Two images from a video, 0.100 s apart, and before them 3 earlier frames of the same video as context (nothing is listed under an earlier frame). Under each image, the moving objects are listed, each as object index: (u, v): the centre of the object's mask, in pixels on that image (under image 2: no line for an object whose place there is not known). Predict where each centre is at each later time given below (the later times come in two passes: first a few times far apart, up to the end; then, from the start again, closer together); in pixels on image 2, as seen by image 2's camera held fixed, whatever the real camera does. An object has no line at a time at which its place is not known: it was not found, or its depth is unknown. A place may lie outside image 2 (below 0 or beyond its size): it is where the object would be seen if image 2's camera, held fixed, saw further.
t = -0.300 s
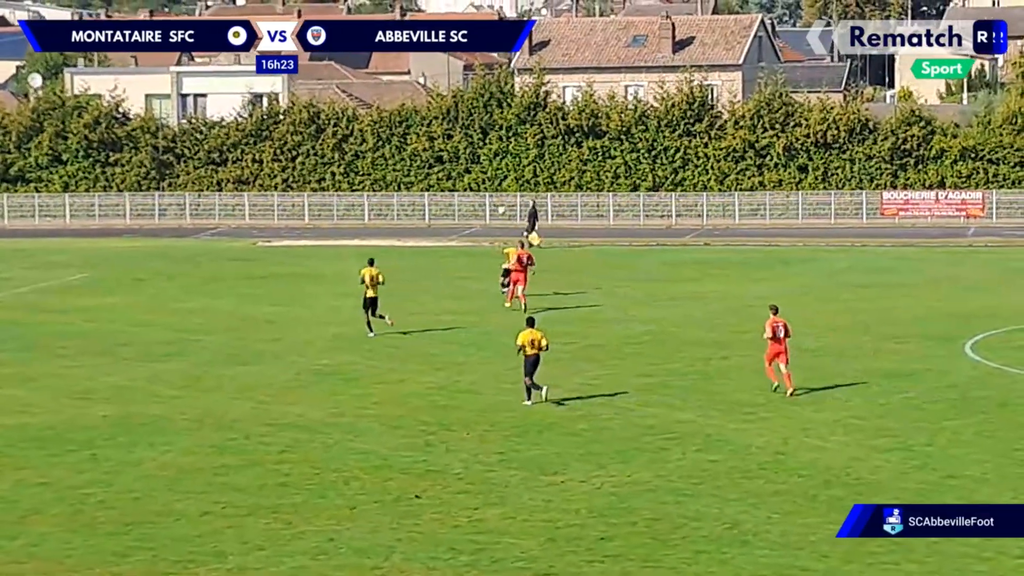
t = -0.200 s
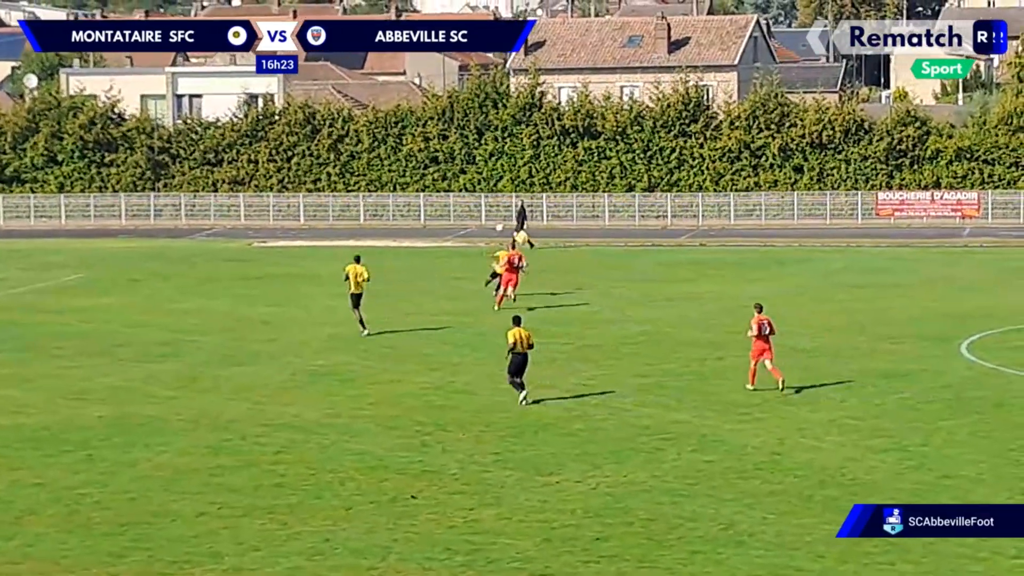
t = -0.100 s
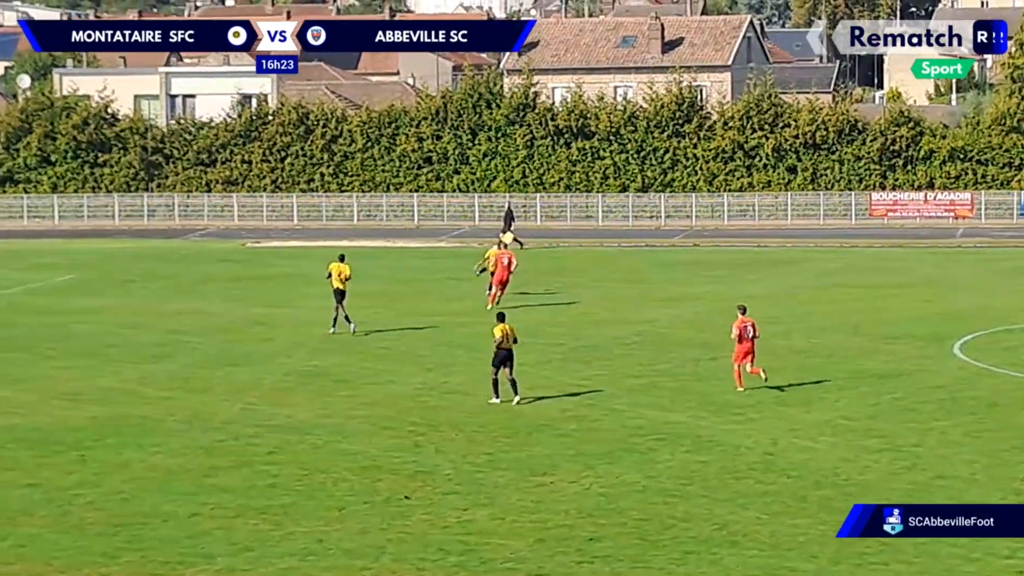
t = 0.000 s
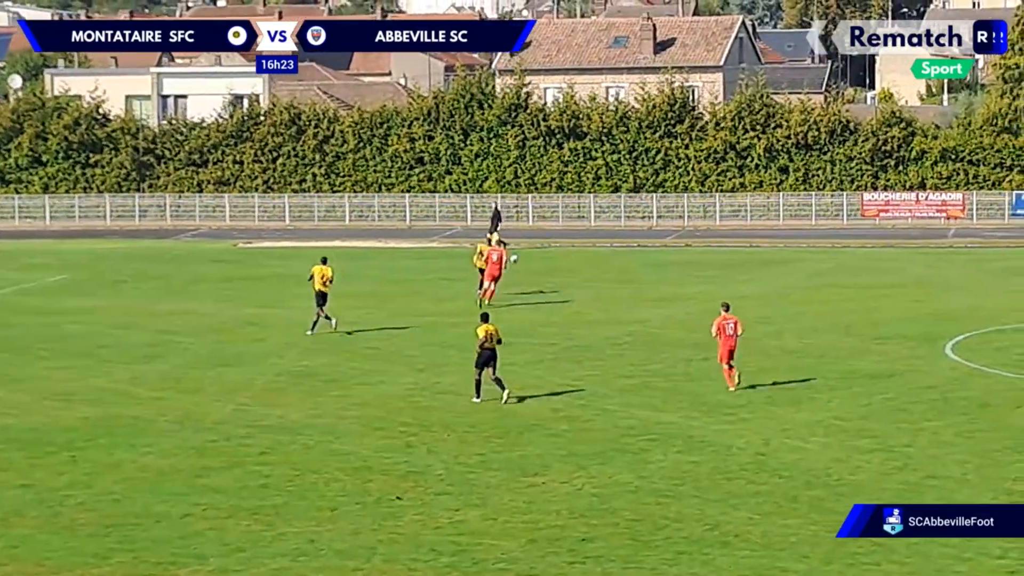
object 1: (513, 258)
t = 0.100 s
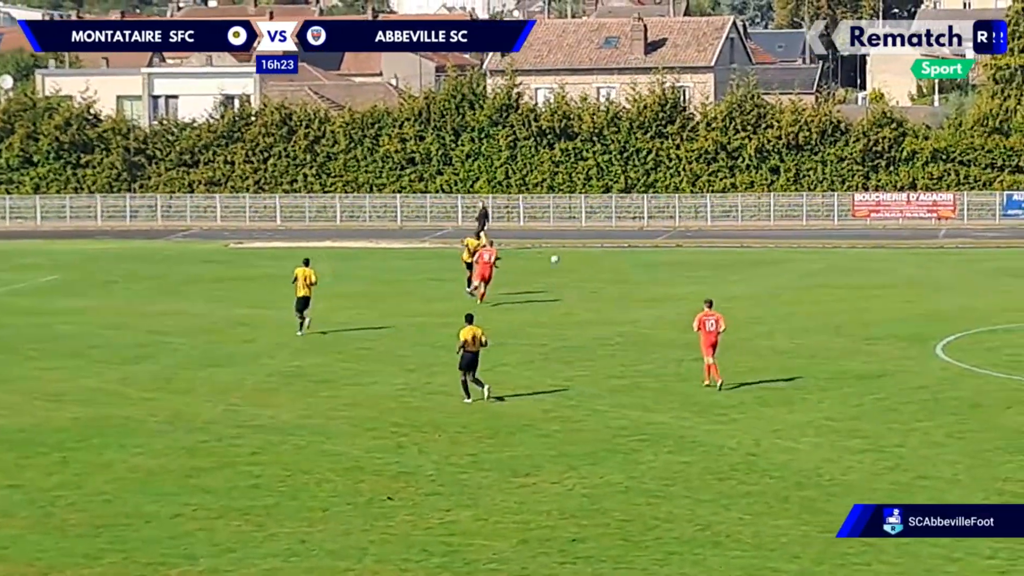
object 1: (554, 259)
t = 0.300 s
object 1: (651, 272)
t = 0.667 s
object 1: (795, 277)
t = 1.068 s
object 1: (925, 295)
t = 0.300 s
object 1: (651, 272)
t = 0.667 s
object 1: (795, 277)
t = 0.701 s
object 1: (806, 276)
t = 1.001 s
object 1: (903, 289)
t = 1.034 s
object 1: (914, 292)
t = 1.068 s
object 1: (925, 295)
